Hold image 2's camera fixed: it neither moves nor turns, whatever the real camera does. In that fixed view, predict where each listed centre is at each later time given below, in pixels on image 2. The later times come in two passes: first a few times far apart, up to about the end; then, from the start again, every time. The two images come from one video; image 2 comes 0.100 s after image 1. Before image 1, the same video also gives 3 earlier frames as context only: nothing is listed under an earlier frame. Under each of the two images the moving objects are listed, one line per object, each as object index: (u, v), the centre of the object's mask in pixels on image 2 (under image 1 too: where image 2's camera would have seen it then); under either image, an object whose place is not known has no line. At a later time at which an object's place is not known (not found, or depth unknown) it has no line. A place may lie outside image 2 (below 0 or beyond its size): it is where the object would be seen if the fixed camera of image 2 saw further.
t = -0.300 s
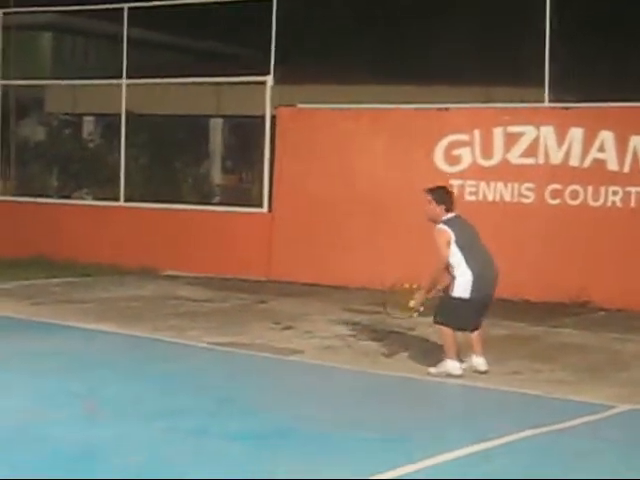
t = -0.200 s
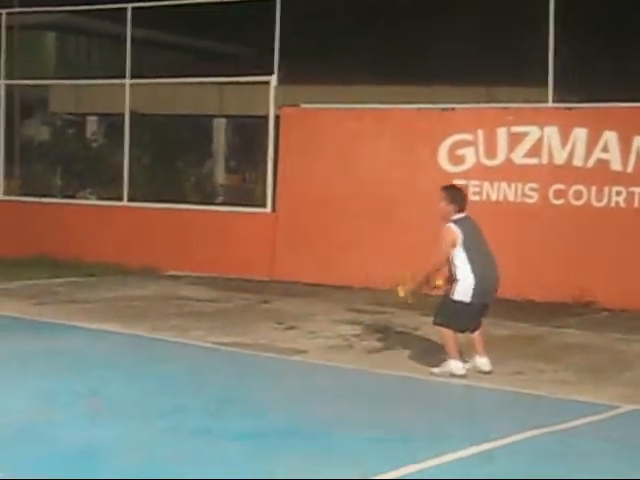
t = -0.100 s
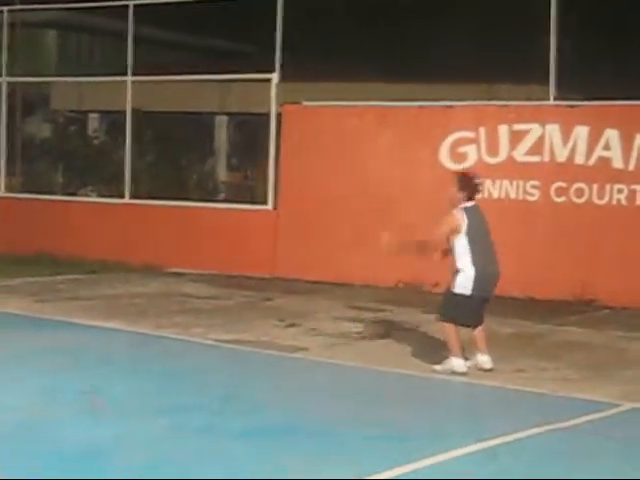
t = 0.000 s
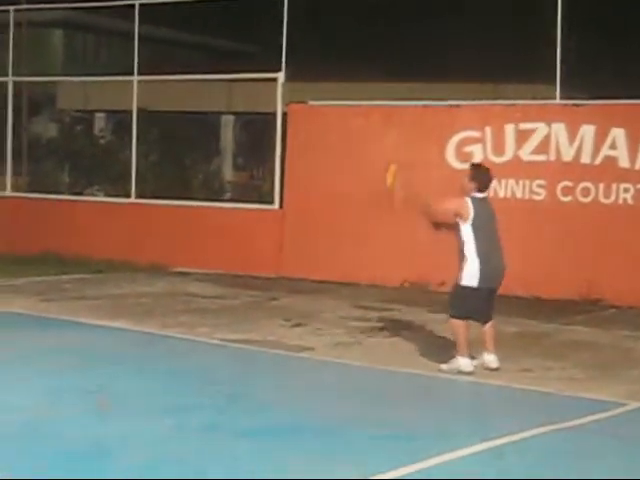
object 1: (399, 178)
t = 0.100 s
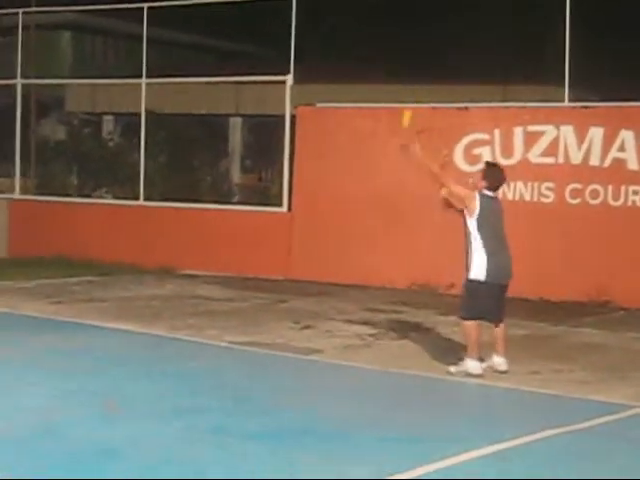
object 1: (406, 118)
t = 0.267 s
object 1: (417, 46)
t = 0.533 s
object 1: (431, 4)
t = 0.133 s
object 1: (409, 99)
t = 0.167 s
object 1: (410, 85)
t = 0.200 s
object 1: (413, 71)
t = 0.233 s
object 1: (415, 58)
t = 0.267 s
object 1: (417, 46)
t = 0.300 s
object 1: (419, 36)
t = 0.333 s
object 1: (421, 28)
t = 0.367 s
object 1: (422, 20)
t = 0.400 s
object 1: (424, 14)
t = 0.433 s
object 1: (426, 10)
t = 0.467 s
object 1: (428, 6)
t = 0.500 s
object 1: (429, 5)
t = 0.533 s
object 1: (431, 4)
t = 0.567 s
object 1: (433, 5)
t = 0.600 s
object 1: (435, 8)
